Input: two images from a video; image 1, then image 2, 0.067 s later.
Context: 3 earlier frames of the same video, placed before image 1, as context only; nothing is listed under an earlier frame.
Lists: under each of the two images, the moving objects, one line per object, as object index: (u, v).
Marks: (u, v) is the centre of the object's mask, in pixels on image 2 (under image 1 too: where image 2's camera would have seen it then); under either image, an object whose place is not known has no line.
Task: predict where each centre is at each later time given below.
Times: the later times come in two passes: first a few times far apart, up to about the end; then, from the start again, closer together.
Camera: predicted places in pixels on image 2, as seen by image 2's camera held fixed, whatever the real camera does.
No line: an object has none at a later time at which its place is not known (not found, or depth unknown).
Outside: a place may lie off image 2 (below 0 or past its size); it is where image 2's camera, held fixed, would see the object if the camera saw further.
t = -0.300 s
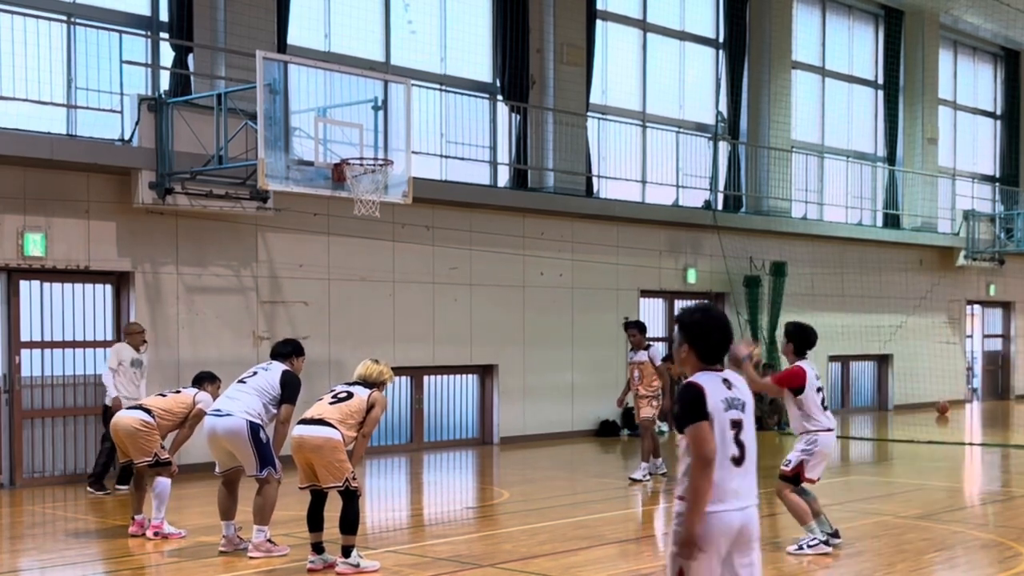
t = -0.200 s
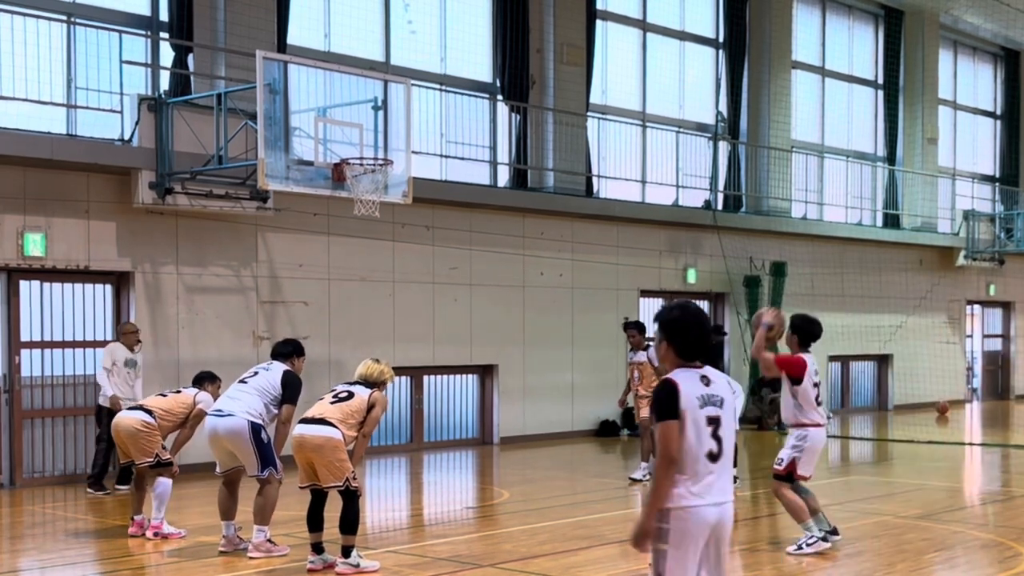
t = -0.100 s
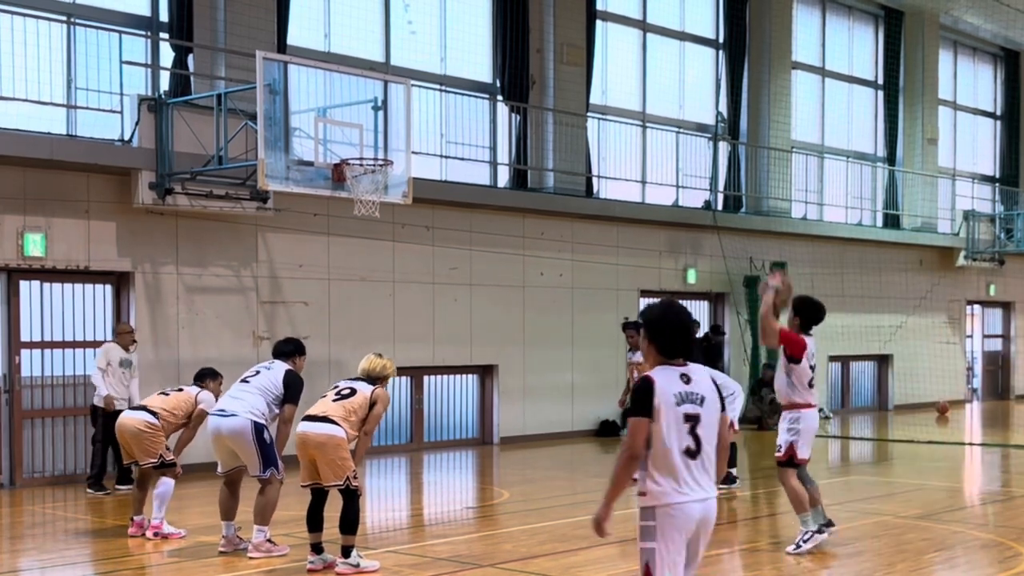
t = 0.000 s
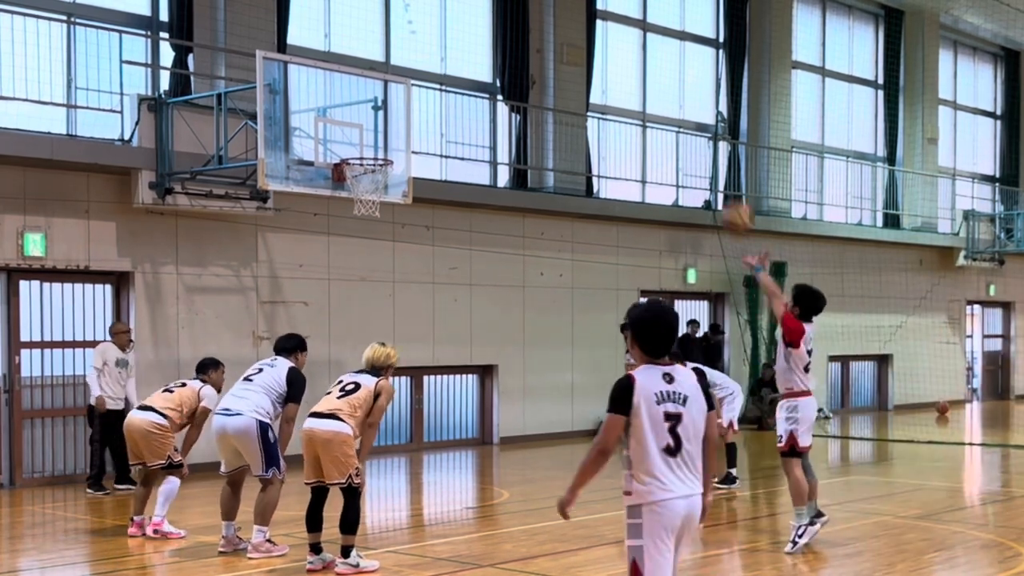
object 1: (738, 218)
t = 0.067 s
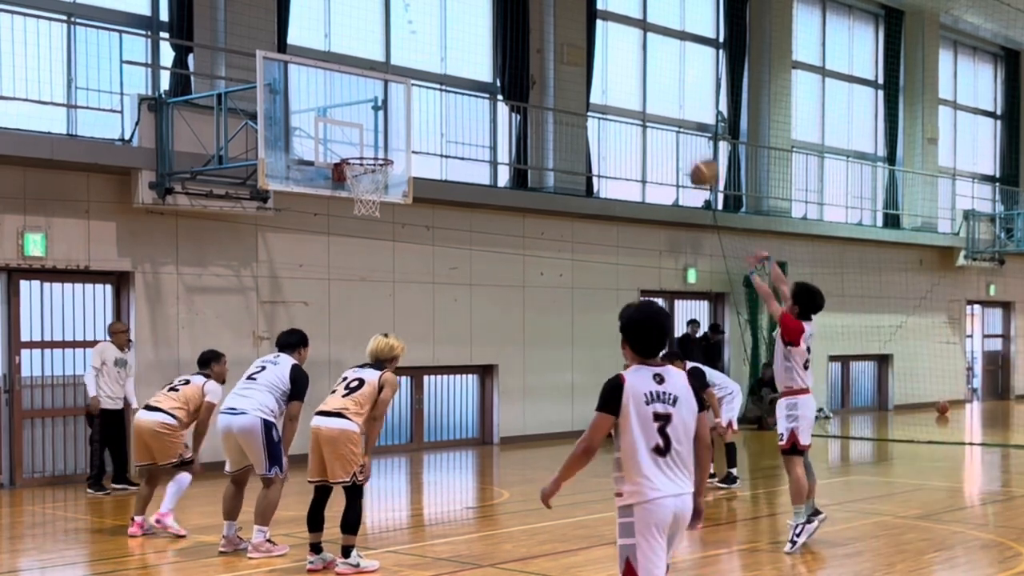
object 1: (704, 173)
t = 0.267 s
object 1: (612, 80)
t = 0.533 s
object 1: (507, 48)
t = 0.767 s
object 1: (426, 87)
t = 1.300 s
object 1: (390, 225)
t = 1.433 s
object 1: (402, 267)
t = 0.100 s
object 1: (688, 153)
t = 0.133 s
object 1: (672, 134)
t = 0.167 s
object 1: (657, 119)
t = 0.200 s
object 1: (641, 105)
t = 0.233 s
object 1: (627, 91)
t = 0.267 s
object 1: (612, 80)
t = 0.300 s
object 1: (597, 71)
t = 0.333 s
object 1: (582, 63)
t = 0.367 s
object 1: (572, 58)
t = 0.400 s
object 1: (558, 52)
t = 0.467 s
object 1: (530, 48)
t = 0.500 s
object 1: (518, 48)
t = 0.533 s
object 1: (507, 48)
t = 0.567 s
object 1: (495, 50)
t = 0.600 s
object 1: (482, 53)
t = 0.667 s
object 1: (460, 64)
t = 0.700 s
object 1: (447, 70)
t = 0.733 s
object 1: (436, 78)
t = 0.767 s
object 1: (426, 87)
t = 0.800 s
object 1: (414, 97)
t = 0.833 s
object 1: (404, 109)
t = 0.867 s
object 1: (394, 121)
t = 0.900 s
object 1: (384, 134)
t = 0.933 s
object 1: (373, 148)
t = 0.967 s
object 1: (367, 157)
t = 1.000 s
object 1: (360, 169)
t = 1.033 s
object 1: (357, 175)
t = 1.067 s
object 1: (362, 182)
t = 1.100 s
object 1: (368, 187)
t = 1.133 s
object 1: (372, 192)
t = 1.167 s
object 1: (376, 199)
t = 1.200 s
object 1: (380, 205)
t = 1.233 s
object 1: (384, 211)
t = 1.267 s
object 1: (387, 217)
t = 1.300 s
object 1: (390, 225)
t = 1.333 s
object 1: (393, 234)
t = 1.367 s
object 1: (396, 244)
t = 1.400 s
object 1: (399, 255)
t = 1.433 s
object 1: (402, 267)
